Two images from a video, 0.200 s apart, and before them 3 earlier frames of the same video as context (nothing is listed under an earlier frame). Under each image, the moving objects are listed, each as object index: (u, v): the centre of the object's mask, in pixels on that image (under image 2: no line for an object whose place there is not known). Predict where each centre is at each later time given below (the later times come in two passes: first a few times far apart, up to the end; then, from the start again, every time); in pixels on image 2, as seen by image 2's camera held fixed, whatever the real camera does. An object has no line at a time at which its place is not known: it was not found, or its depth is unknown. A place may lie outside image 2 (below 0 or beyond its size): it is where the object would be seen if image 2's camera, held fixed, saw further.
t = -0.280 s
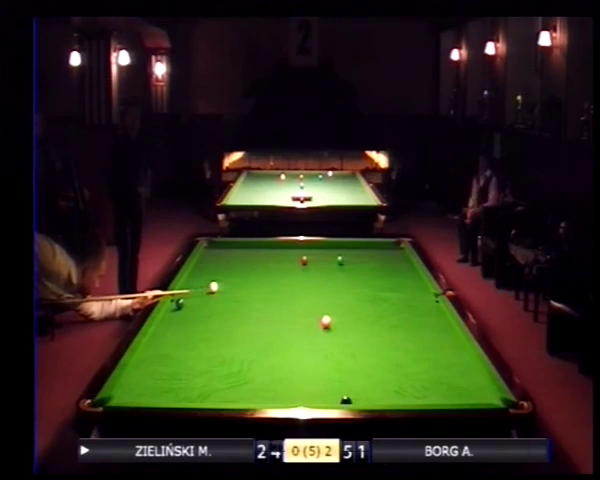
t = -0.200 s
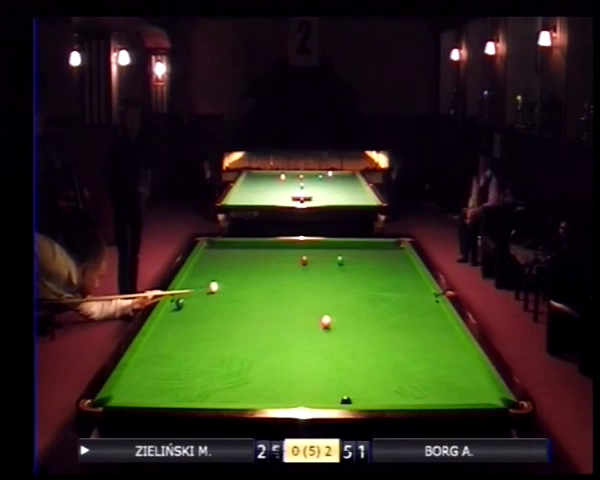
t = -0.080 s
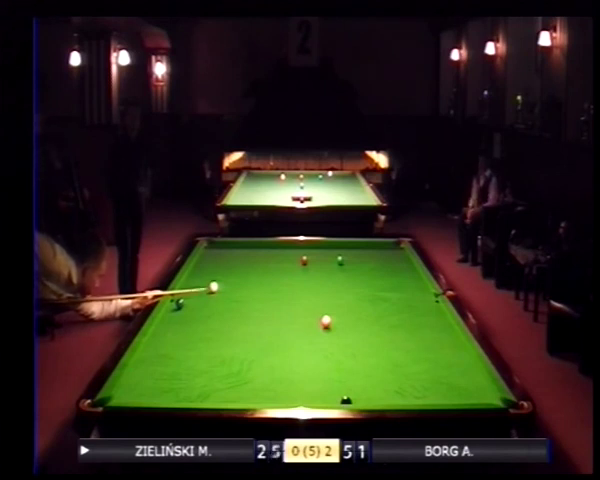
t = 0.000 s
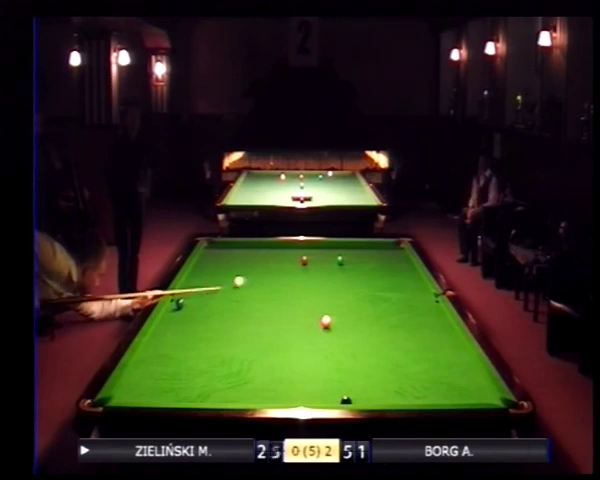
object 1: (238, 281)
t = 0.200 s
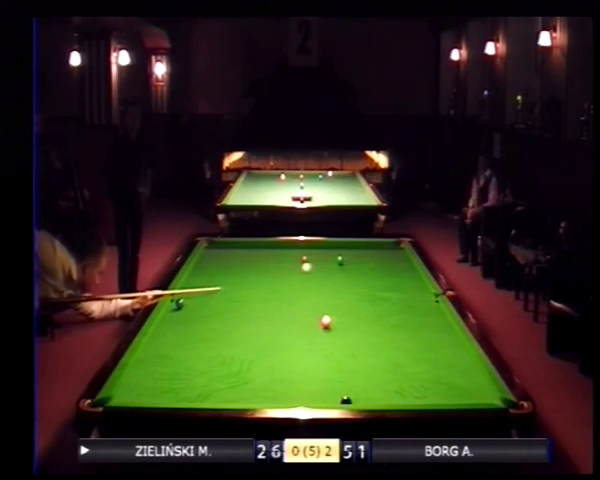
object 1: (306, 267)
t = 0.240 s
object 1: (317, 264)
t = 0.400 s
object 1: (342, 261)
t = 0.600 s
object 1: (353, 261)
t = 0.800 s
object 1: (365, 261)
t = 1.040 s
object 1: (378, 262)
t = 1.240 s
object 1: (388, 262)
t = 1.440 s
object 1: (398, 263)
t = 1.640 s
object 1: (408, 263)
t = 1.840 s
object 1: (407, 263)
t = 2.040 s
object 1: (401, 264)
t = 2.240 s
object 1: (395, 264)
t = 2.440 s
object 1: (389, 264)
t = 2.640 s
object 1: (384, 264)
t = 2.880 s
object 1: (379, 264)
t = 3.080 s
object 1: (375, 264)
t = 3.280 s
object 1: (372, 265)
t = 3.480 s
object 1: (368, 265)
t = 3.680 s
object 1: (365, 265)
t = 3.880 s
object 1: (363, 265)
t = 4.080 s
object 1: (361, 265)
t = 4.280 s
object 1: (360, 265)
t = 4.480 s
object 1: (358, 265)
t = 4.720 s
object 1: (358, 265)
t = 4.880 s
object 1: (357, 265)
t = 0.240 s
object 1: (317, 264)
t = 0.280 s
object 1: (328, 262)
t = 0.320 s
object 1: (337, 260)
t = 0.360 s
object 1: (339, 261)
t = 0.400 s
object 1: (342, 261)
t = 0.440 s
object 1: (344, 261)
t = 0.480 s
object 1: (346, 261)
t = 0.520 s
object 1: (348, 261)
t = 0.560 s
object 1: (351, 261)
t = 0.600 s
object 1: (353, 261)
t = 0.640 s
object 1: (356, 261)
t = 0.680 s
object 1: (358, 261)
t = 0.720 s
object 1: (360, 262)
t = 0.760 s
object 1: (362, 261)
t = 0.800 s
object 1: (365, 261)
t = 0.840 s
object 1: (367, 261)
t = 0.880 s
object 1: (369, 262)
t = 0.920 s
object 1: (371, 262)
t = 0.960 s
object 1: (374, 262)
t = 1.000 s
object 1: (376, 262)
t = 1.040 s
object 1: (378, 262)
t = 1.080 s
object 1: (380, 262)
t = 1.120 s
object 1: (382, 262)
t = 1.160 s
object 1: (384, 262)
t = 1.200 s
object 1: (386, 263)
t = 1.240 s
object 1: (388, 262)
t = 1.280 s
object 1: (390, 262)
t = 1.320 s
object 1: (392, 263)
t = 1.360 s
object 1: (395, 263)
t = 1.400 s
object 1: (397, 263)
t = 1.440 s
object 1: (398, 263)
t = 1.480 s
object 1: (400, 263)
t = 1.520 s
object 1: (402, 263)
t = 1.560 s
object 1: (404, 263)
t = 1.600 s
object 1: (406, 263)
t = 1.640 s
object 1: (408, 263)
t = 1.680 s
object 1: (410, 263)
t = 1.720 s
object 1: (410, 263)
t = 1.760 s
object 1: (409, 263)
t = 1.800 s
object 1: (408, 264)
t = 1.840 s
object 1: (407, 263)
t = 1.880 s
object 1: (405, 263)
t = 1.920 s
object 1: (404, 263)
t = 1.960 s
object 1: (403, 264)
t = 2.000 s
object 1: (402, 264)
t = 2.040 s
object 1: (401, 264)
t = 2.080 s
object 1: (399, 264)
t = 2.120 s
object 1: (398, 264)
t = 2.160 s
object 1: (397, 263)
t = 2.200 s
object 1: (396, 264)
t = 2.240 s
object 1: (395, 264)
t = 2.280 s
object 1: (393, 264)
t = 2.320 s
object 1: (393, 264)
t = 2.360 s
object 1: (391, 264)
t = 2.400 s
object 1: (390, 264)
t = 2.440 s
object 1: (389, 264)
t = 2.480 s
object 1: (388, 264)
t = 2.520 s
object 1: (387, 264)
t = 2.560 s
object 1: (386, 264)
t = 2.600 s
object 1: (385, 264)
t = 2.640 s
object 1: (384, 264)
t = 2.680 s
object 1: (383, 264)
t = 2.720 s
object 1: (383, 264)
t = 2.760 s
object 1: (382, 264)
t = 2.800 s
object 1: (381, 264)
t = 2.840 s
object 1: (380, 264)
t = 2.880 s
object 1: (379, 264)
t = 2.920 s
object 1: (378, 264)
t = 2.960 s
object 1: (377, 264)
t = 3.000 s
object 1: (377, 264)
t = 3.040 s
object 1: (376, 264)
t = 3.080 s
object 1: (375, 264)
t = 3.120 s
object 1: (374, 265)
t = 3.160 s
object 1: (373, 265)
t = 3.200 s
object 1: (373, 264)
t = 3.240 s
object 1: (372, 264)
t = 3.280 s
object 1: (372, 265)
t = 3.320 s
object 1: (371, 265)
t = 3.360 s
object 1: (370, 265)
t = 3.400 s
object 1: (370, 265)
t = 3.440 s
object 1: (369, 265)
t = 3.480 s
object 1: (368, 265)
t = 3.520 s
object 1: (368, 265)
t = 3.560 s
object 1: (367, 265)
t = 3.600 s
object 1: (367, 265)
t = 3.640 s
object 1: (366, 265)
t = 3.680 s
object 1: (365, 265)
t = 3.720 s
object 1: (365, 265)
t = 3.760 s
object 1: (364, 265)
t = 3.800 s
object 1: (364, 265)
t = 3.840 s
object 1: (363, 265)
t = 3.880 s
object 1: (363, 265)
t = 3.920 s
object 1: (363, 265)
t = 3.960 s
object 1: (362, 265)
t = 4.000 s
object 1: (362, 265)
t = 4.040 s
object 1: (361, 265)
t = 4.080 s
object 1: (361, 265)
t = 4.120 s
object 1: (361, 265)
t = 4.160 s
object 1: (361, 265)
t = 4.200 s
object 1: (360, 265)
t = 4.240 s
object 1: (360, 265)
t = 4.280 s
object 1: (360, 265)
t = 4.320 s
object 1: (360, 265)
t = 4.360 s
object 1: (359, 265)
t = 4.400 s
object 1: (359, 265)
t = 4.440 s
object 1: (359, 265)
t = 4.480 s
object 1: (358, 265)
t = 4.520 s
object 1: (358, 265)
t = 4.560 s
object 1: (358, 265)
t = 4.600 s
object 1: (358, 265)
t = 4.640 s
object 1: (358, 265)
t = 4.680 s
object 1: (358, 265)
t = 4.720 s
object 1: (358, 265)
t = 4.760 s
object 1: (357, 265)
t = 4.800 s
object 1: (357, 265)
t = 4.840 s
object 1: (357, 265)
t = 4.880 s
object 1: (357, 265)
